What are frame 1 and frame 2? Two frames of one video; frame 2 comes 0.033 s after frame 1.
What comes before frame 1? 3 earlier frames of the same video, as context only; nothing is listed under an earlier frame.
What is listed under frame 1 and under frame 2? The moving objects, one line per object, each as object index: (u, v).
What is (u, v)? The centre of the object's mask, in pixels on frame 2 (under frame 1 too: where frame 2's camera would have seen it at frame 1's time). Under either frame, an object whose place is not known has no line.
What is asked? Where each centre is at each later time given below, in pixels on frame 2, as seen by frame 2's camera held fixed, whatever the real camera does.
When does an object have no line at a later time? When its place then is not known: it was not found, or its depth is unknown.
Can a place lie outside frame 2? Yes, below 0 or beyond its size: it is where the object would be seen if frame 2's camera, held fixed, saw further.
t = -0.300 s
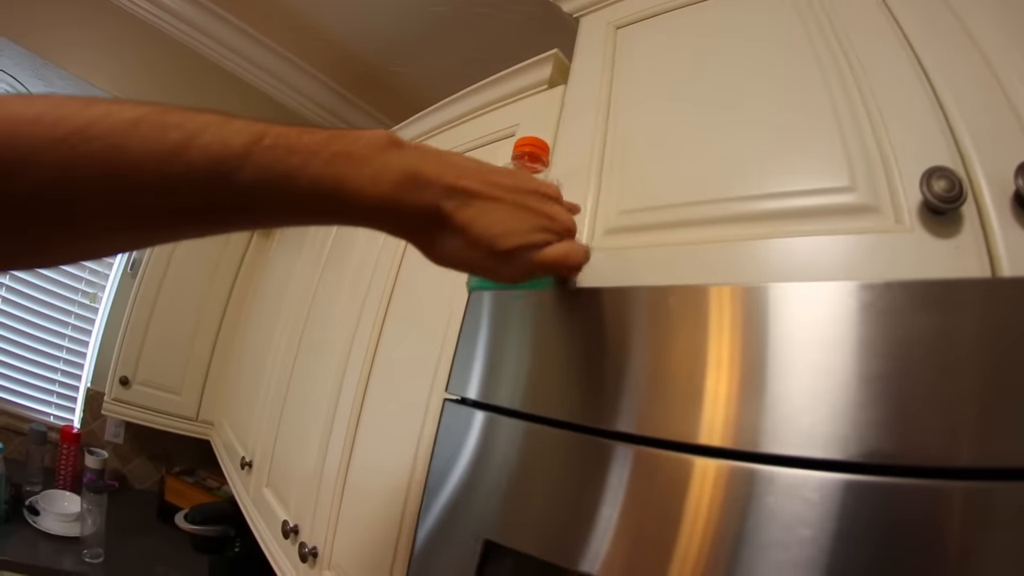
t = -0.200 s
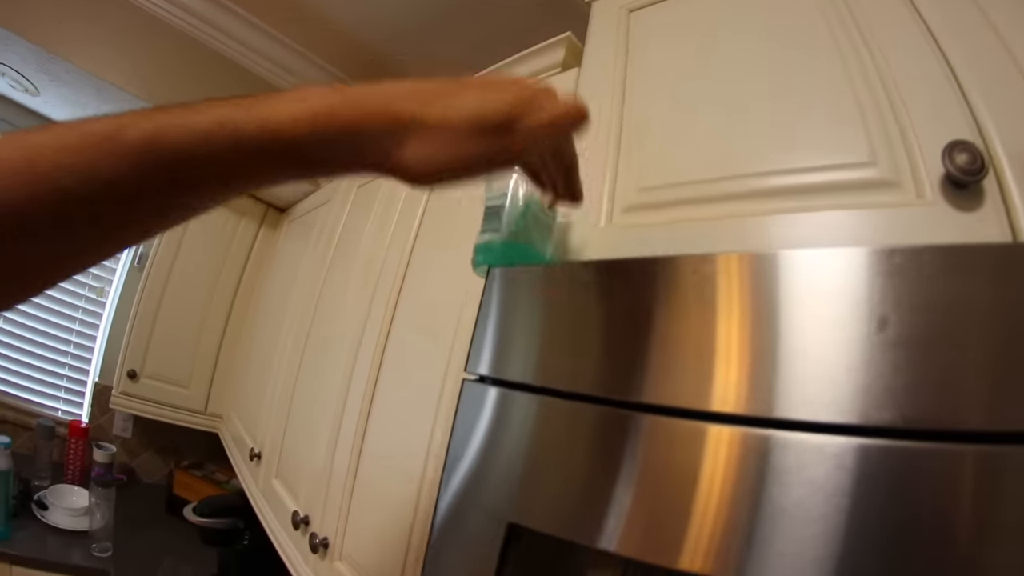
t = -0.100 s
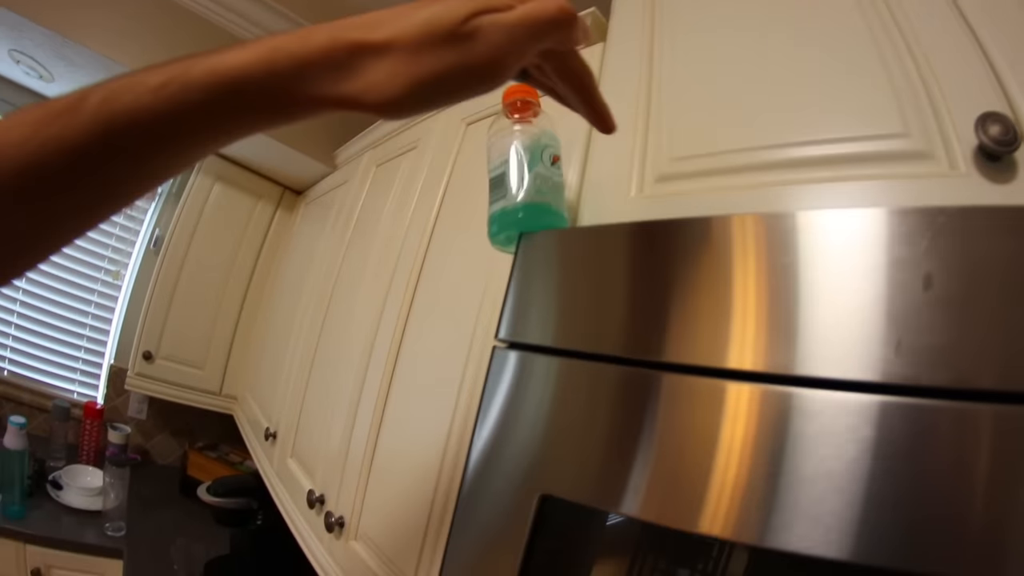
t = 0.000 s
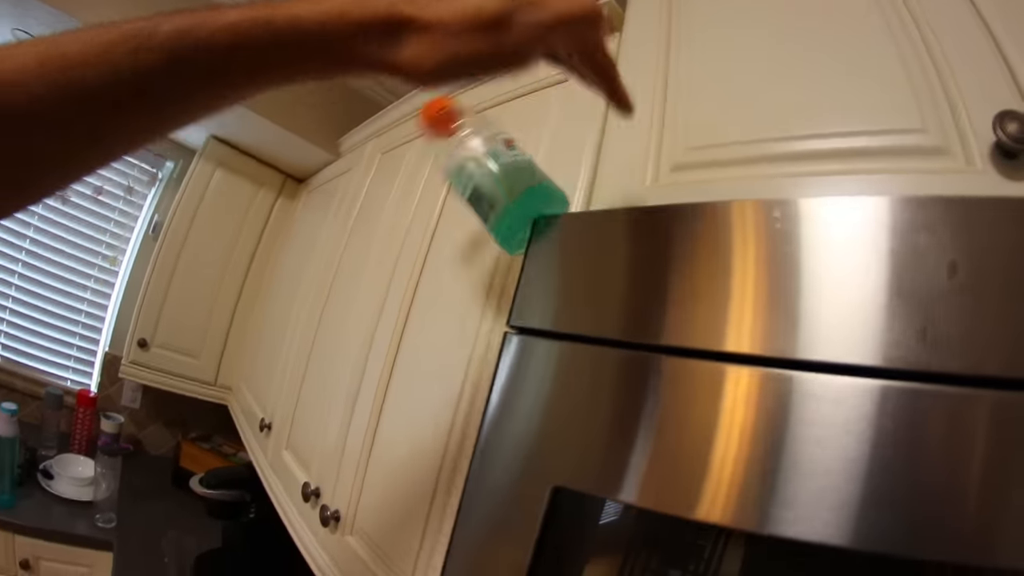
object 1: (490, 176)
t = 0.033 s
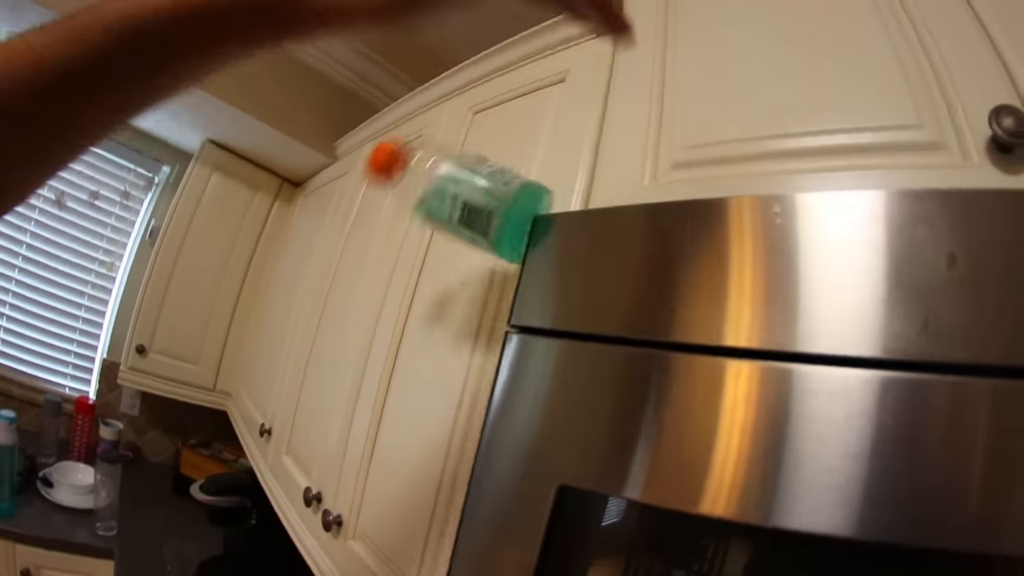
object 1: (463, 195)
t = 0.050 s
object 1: (453, 211)
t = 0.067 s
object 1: (435, 229)
